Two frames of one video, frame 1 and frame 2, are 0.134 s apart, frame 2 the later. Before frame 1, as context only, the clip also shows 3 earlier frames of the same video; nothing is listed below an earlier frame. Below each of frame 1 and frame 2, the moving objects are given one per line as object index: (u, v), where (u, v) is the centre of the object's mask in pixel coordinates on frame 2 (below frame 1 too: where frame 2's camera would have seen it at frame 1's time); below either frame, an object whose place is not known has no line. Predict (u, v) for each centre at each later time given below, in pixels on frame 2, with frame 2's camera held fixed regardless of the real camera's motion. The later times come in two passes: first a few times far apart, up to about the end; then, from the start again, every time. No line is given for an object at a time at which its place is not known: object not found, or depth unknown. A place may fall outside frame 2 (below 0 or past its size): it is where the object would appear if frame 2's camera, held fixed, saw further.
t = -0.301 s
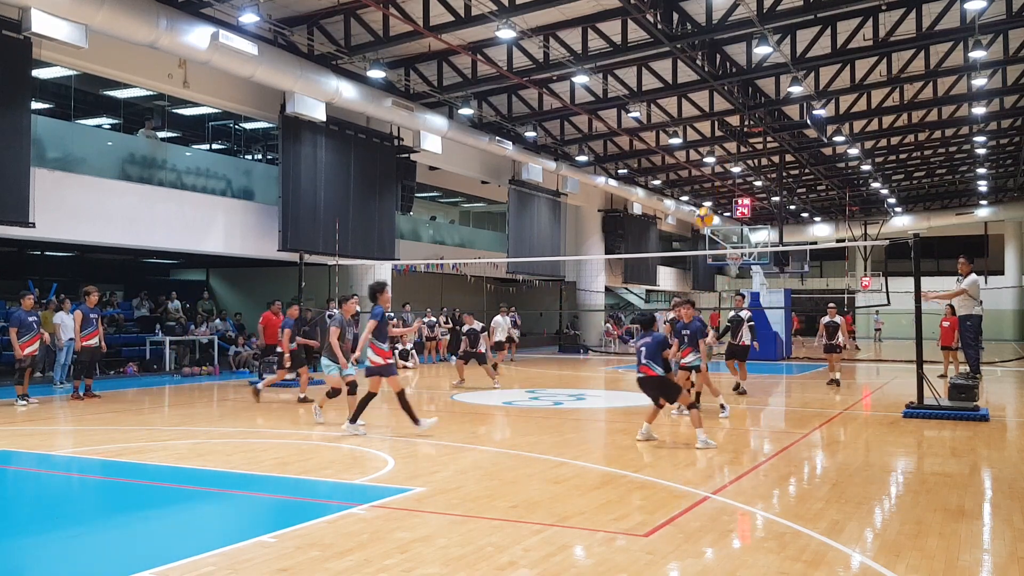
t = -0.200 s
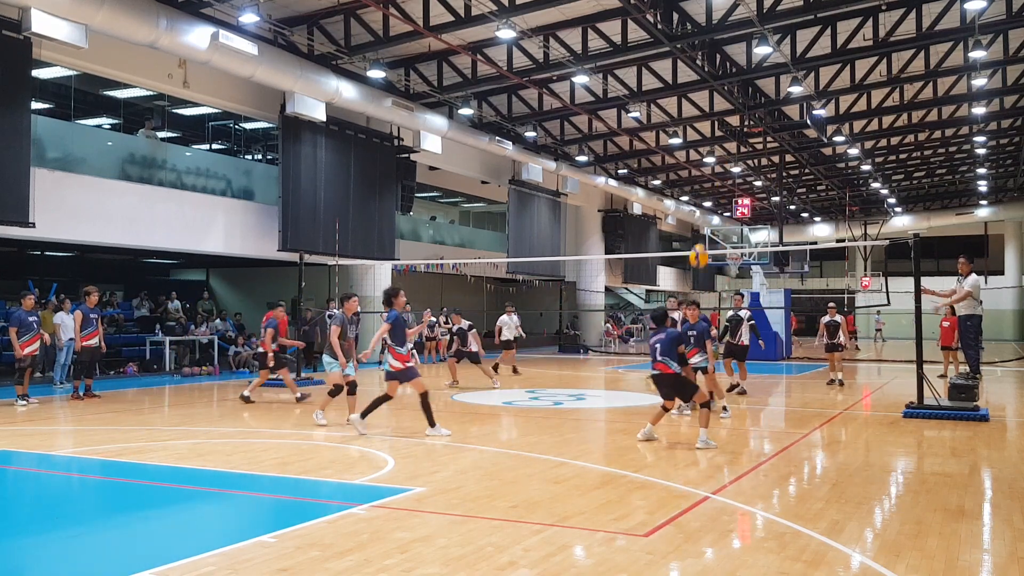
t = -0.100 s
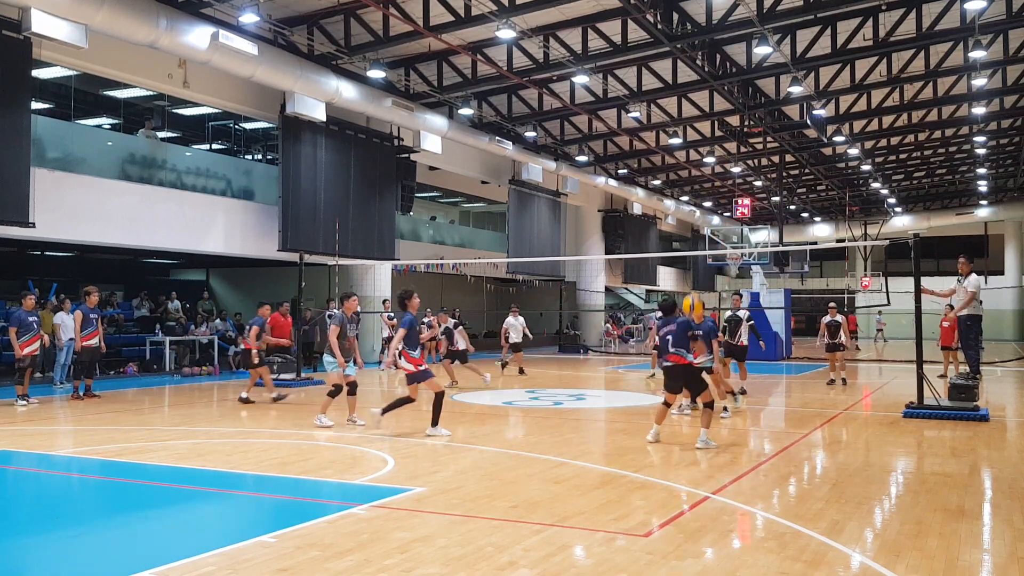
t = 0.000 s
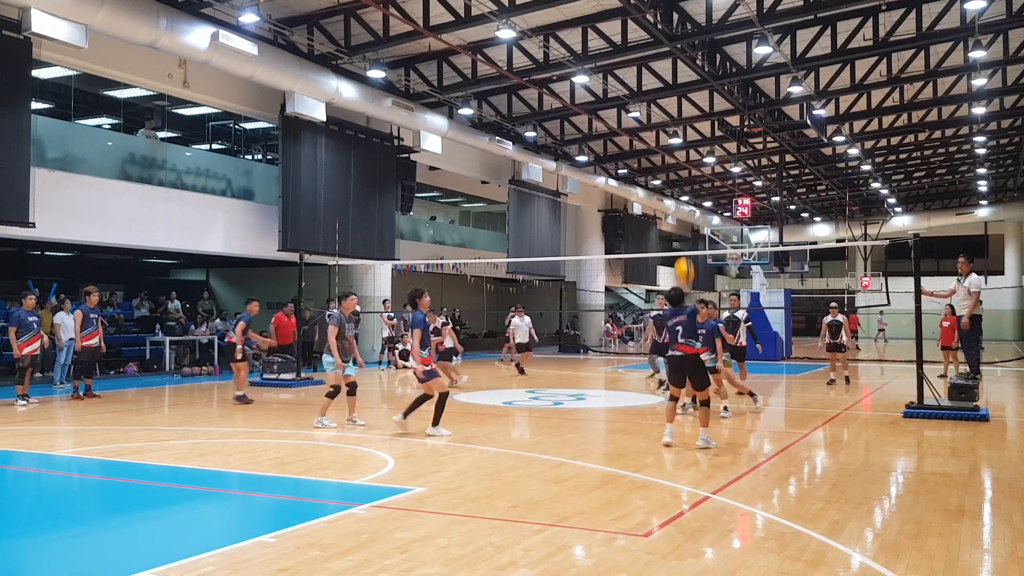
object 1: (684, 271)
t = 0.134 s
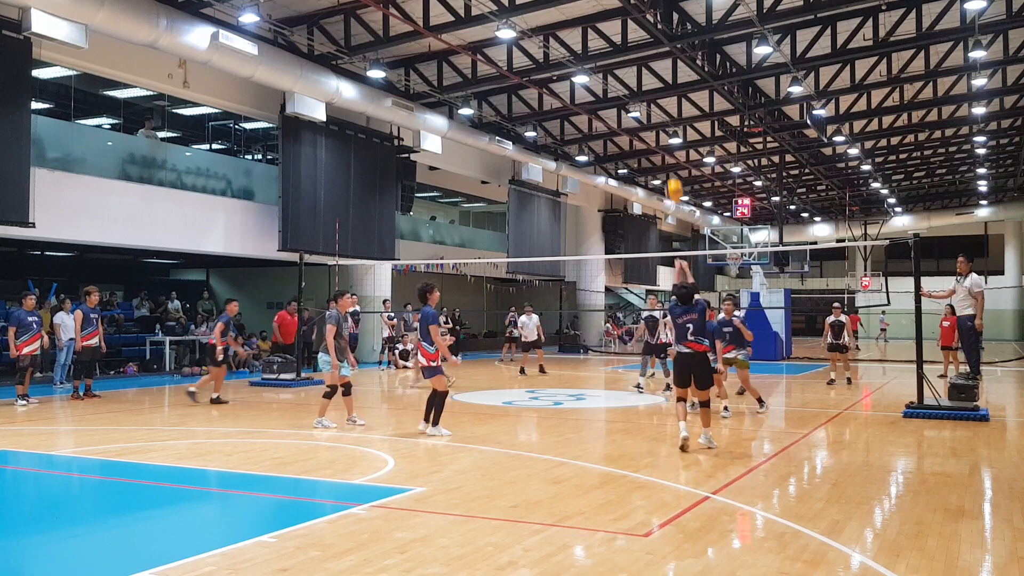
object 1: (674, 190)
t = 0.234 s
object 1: (667, 145)
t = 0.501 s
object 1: (650, 72)
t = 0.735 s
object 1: (637, 58)
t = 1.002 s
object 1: (623, 91)
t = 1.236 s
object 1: (611, 155)
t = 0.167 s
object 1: (672, 175)
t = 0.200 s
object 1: (669, 159)
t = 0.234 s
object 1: (667, 145)
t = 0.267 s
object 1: (664, 131)
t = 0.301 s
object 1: (663, 121)
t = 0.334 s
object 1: (661, 110)
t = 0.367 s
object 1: (658, 100)
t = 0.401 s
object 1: (656, 92)
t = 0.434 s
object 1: (654, 85)
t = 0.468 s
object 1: (652, 78)
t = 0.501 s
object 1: (650, 72)
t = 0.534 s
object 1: (648, 68)
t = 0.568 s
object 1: (646, 64)
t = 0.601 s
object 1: (644, 61)
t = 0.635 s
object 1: (642, 59)
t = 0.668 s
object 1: (640, 58)
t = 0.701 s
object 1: (638, 58)
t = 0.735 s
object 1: (637, 58)
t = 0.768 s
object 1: (635, 59)
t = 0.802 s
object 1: (633, 62)
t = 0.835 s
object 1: (631, 65)
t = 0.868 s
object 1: (630, 68)
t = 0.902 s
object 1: (629, 72)
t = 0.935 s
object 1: (626, 78)
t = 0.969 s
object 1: (624, 84)
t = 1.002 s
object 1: (623, 91)
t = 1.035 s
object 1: (621, 98)
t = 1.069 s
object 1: (619, 106)
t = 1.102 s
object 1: (618, 114)
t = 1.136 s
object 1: (616, 124)
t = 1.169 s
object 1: (615, 133)
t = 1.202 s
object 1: (613, 145)
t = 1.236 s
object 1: (611, 155)
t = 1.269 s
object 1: (610, 167)
